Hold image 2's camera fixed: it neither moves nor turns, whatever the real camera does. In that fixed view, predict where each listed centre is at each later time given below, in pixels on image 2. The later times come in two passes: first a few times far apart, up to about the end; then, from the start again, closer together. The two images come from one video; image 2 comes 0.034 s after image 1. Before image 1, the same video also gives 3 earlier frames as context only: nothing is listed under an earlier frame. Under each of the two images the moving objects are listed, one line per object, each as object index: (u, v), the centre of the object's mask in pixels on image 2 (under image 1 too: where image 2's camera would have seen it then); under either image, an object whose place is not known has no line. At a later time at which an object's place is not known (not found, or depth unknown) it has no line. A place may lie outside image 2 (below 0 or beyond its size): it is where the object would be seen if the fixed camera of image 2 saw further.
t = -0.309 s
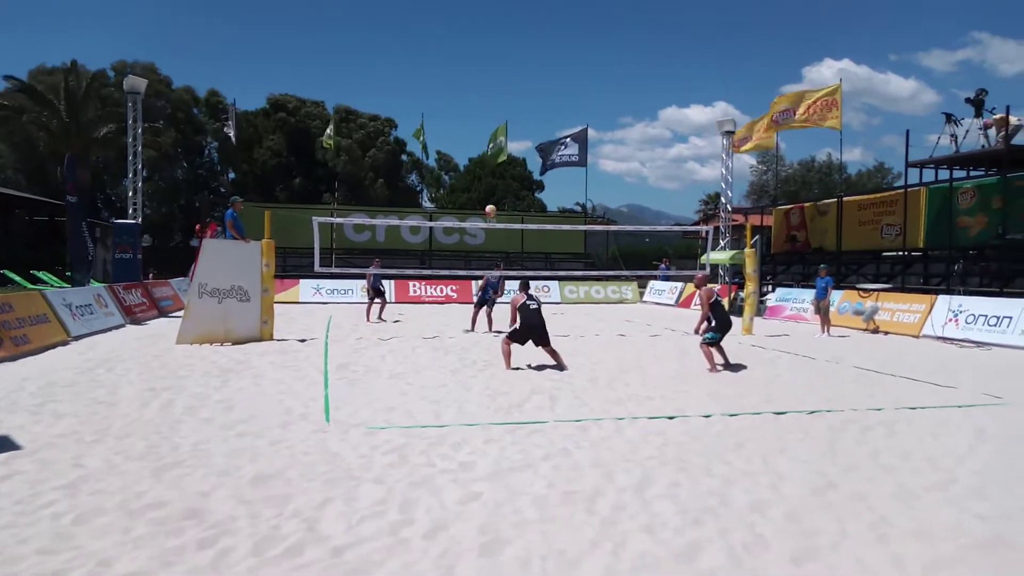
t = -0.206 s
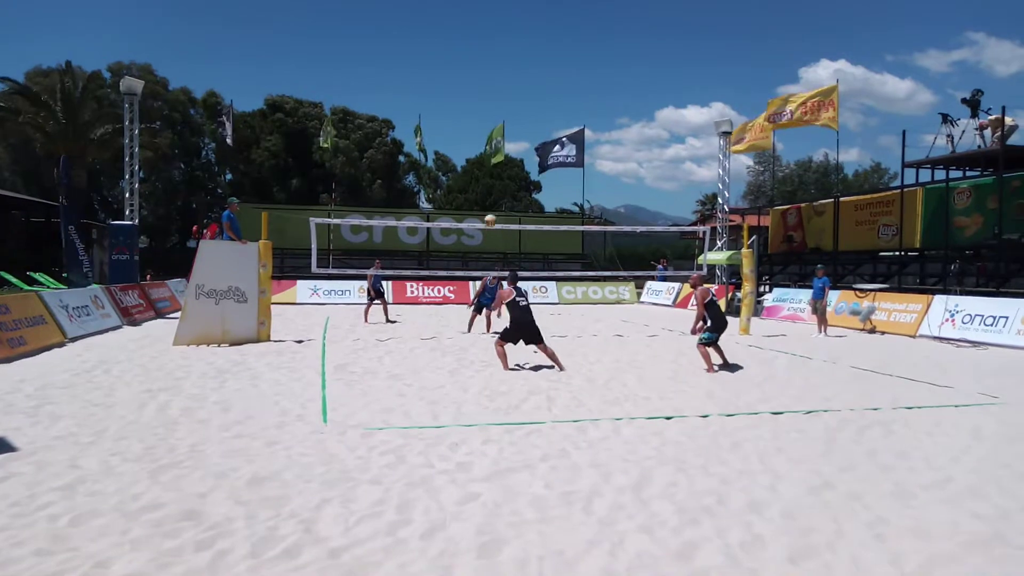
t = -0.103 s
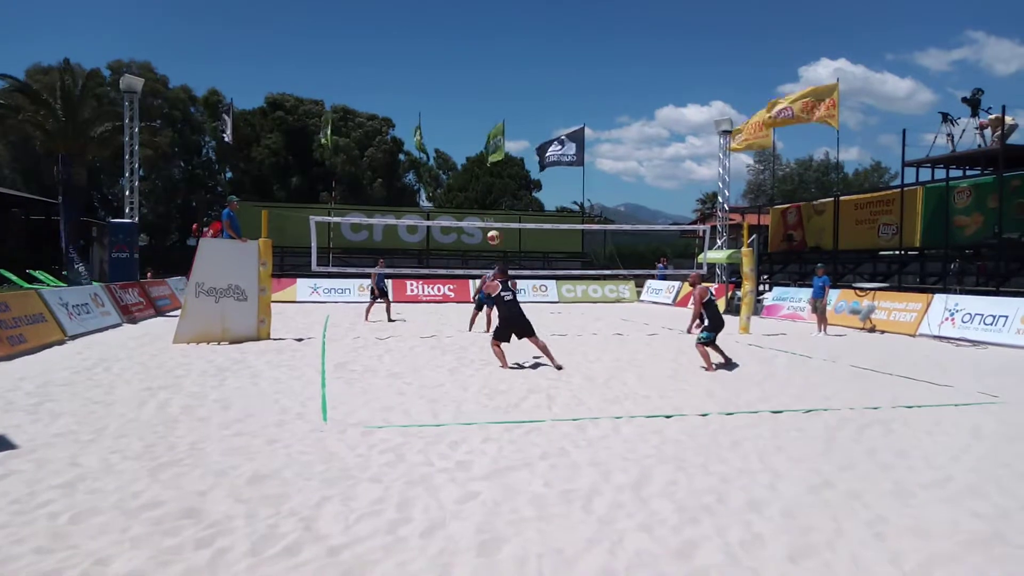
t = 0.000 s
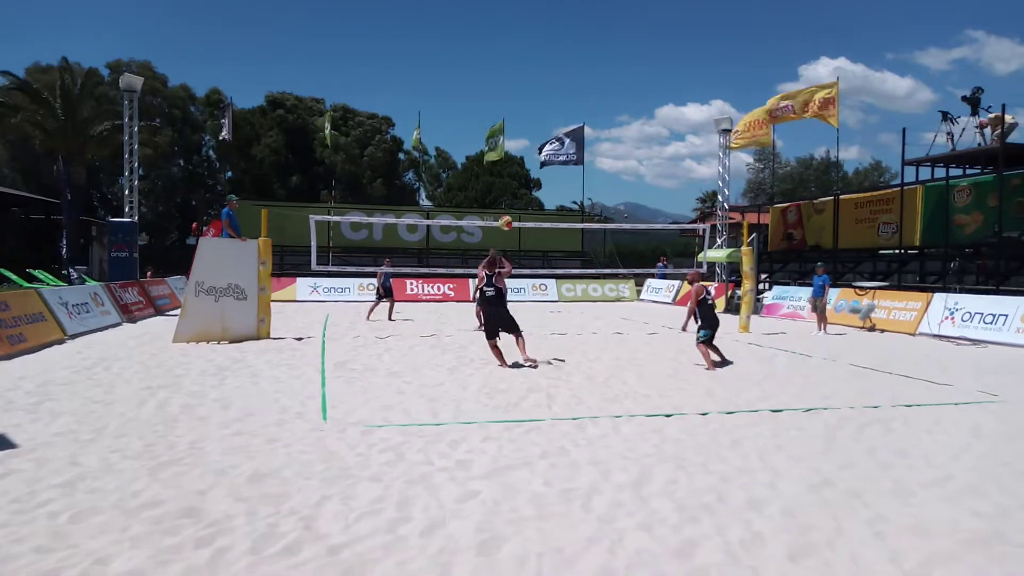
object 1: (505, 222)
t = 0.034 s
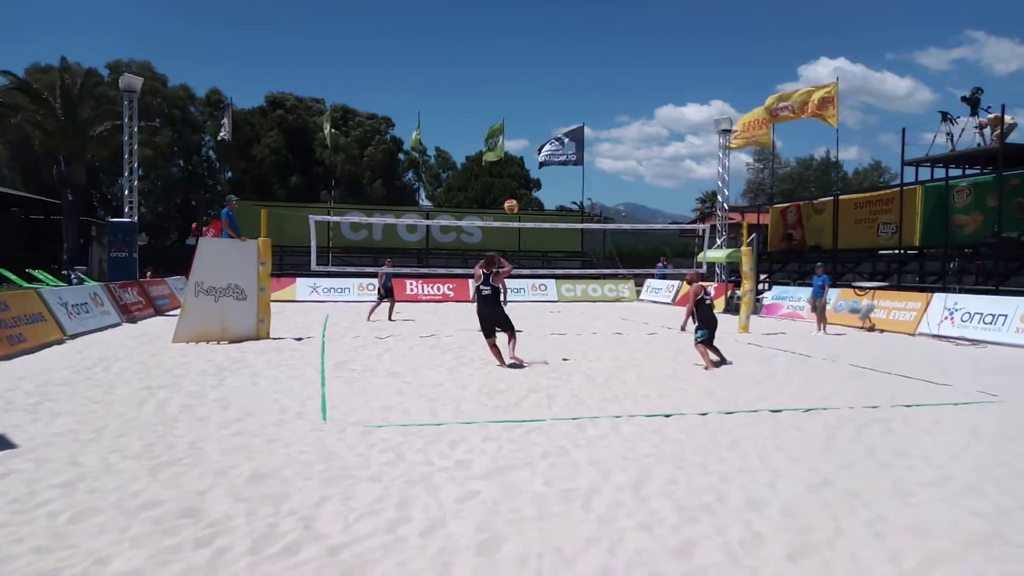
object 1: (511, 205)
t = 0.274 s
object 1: (547, 114)
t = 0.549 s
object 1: (580, 53)
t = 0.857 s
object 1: (614, 44)
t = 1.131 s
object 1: (638, 80)
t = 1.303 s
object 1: (650, 117)
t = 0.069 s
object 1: (516, 190)
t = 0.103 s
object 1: (522, 175)
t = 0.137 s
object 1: (527, 161)
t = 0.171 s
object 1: (533, 148)
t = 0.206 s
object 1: (537, 136)
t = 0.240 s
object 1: (542, 124)
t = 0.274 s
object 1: (547, 114)
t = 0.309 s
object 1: (551, 103)
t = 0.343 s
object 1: (555, 91)
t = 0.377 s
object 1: (559, 82)
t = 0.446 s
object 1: (569, 69)
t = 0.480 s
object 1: (572, 63)
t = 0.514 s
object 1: (576, 58)
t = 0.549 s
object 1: (580, 53)
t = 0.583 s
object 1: (584, 50)
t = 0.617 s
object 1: (589, 47)
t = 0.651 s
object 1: (592, 44)
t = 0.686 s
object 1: (596, 42)
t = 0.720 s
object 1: (600, 44)
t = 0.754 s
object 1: (603, 44)
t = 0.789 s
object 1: (607, 44)
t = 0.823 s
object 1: (609, 44)
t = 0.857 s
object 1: (614, 44)
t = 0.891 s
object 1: (616, 46)
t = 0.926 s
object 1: (620, 49)
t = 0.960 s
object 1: (623, 52)
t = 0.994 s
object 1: (626, 56)
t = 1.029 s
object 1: (630, 64)
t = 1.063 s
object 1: (632, 69)
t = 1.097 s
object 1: (635, 72)
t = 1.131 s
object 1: (638, 80)
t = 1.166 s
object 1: (640, 84)
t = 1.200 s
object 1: (642, 92)
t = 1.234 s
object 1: (645, 100)
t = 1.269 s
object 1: (648, 108)
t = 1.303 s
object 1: (650, 117)
